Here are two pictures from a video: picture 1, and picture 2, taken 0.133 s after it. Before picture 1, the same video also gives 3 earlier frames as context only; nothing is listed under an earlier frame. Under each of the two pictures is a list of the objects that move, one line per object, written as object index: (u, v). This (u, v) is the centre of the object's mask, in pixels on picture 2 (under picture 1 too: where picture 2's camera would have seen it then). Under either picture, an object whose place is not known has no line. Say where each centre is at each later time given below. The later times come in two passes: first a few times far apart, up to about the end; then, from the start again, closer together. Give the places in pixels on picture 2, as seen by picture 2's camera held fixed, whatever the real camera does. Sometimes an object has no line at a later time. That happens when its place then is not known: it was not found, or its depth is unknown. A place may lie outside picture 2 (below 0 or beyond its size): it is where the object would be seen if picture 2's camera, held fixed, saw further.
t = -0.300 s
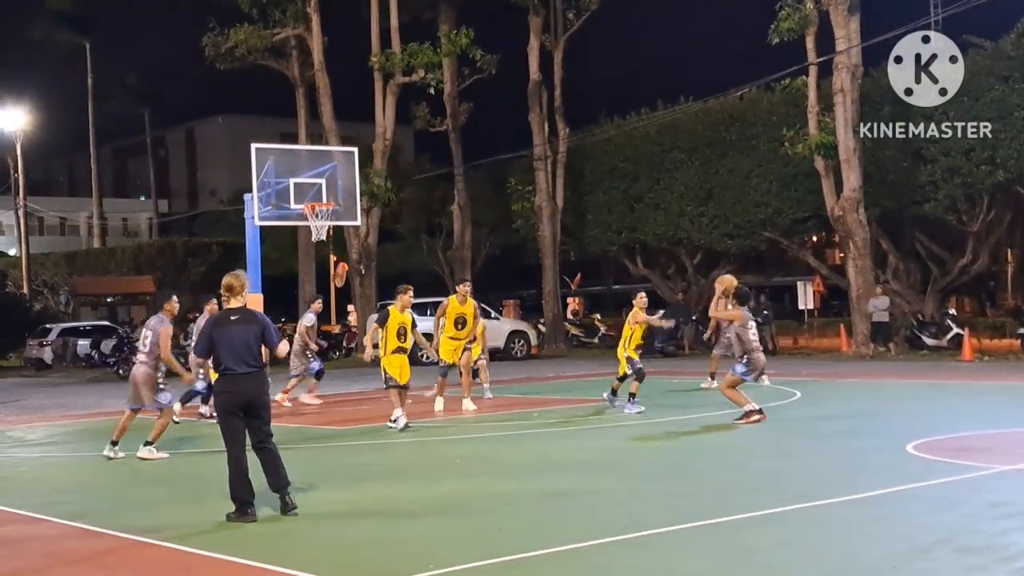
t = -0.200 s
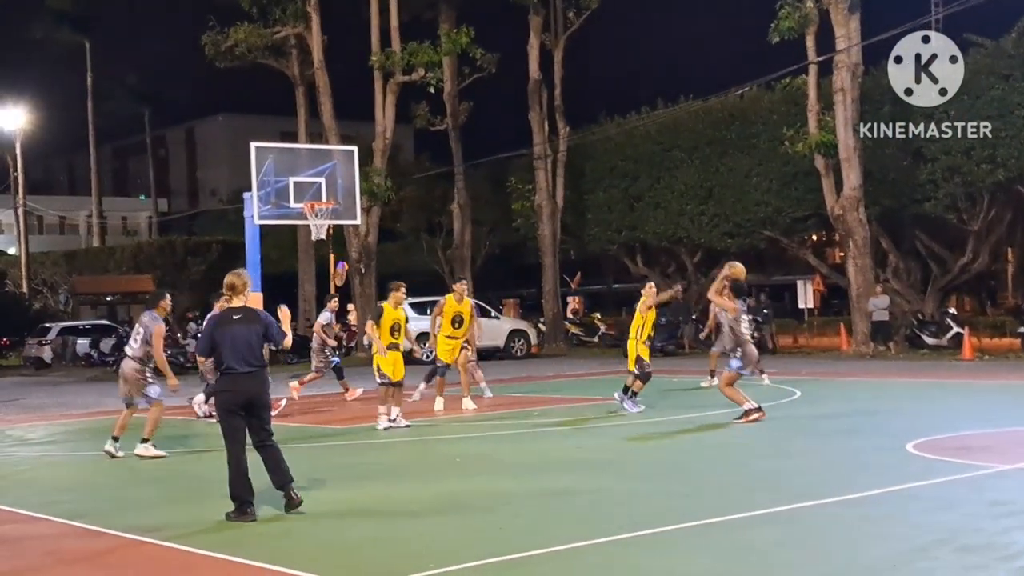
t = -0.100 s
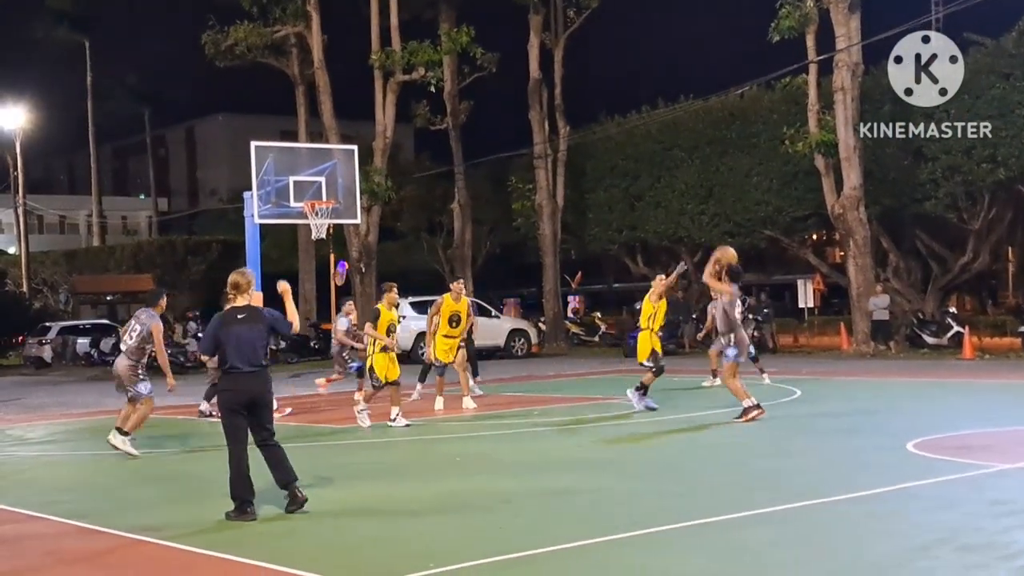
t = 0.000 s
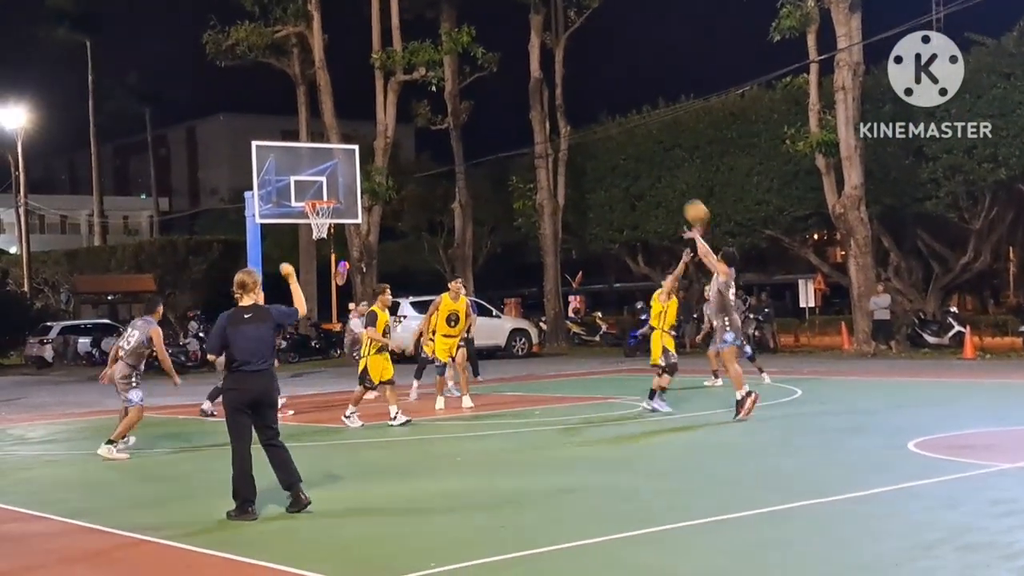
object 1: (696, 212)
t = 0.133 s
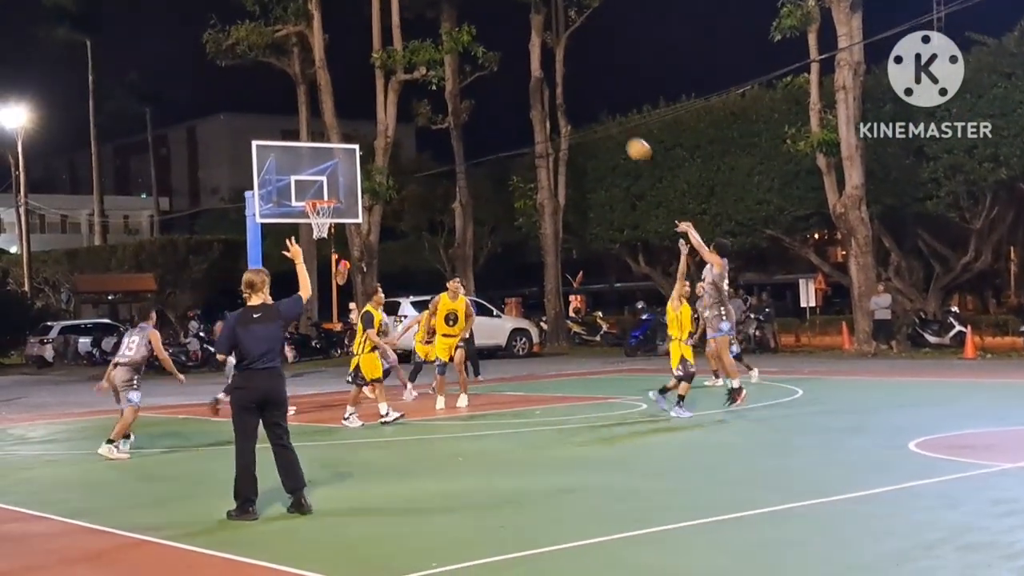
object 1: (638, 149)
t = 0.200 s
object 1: (611, 125)
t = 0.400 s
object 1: (536, 78)
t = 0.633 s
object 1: (461, 65)
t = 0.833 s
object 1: (405, 84)
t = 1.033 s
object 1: (356, 129)
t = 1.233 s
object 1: (313, 193)
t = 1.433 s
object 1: (331, 131)
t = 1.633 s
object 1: (352, 87)
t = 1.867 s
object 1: (378, 68)
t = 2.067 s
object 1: (401, 81)
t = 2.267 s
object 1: (426, 120)
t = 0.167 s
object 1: (624, 136)
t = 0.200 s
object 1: (611, 125)
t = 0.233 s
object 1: (597, 114)
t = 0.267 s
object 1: (585, 105)
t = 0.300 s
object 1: (572, 97)
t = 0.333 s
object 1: (560, 90)
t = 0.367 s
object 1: (547, 83)
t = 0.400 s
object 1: (536, 78)
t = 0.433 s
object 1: (525, 74)
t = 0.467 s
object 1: (514, 70)
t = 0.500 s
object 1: (503, 67)
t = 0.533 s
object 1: (492, 65)
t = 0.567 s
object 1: (482, 65)
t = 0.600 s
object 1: (471, 64)
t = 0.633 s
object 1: (461, 65)
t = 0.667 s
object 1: (452, 66)
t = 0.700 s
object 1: (441, 68)
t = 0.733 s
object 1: (432, 72)
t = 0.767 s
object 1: (423, 75)
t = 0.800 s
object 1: (414, 80)
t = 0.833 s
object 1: (405, 84)
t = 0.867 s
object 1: (397, 90)
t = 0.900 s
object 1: (388, 96)
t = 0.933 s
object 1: (380, 104)
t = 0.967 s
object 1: (370, 112)
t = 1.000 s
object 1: (364, 120)
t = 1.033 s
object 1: (356, 129)
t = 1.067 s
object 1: (350, 137)
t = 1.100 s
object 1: (342, 149)
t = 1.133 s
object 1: (333, 158)
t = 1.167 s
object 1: (328, 169)
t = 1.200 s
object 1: (320, 182)
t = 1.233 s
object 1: (313, 193)
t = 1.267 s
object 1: (315, 189)
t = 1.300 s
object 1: (318, 173)
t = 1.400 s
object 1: (328, 139)
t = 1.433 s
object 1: (331, 131)
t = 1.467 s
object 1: (335, 121)
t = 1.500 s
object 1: (339, 113)
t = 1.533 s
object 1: (342, 106)
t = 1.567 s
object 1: (345, 99)
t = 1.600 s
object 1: (349, 93)
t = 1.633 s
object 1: (352, 87)
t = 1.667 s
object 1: (356, 82)
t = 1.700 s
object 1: (359, 78)
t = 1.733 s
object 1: (363, 75)
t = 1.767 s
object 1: (367, 72)
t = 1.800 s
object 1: (371, 70)
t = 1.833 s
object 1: (374, 69)
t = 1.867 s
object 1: (378, 68)
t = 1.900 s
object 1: (382, 69)
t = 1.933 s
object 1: (386, 70)
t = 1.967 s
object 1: (389, 71)
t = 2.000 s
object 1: (394, 74)
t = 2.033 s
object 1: (398, 77)
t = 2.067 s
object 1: (401, 81)
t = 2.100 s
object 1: (405, 85)
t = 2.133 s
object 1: (410, 91)
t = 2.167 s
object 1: (414, 97)
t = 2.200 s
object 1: (418, 104)
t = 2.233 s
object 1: (422, 112)
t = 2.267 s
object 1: (426, 120)
